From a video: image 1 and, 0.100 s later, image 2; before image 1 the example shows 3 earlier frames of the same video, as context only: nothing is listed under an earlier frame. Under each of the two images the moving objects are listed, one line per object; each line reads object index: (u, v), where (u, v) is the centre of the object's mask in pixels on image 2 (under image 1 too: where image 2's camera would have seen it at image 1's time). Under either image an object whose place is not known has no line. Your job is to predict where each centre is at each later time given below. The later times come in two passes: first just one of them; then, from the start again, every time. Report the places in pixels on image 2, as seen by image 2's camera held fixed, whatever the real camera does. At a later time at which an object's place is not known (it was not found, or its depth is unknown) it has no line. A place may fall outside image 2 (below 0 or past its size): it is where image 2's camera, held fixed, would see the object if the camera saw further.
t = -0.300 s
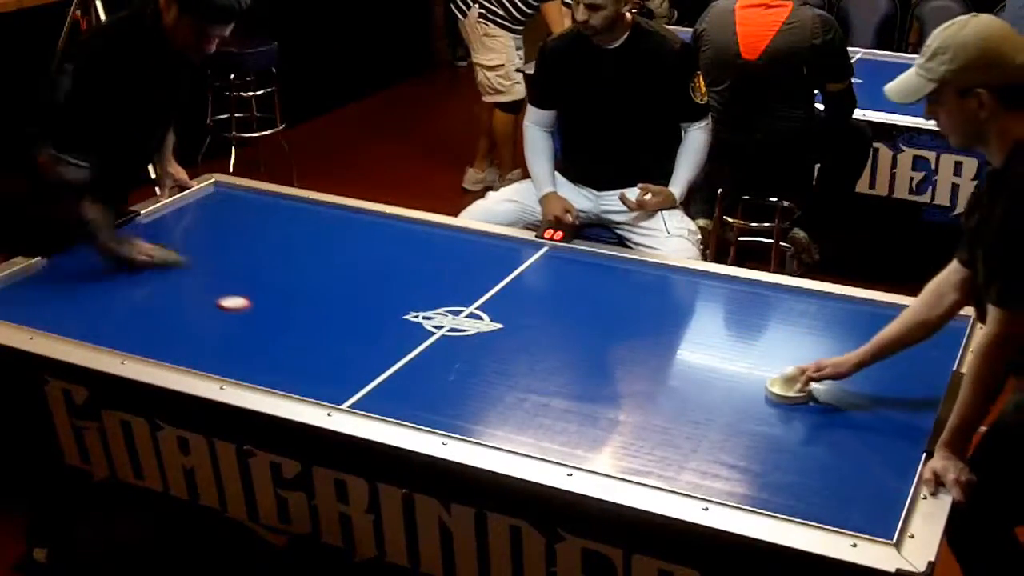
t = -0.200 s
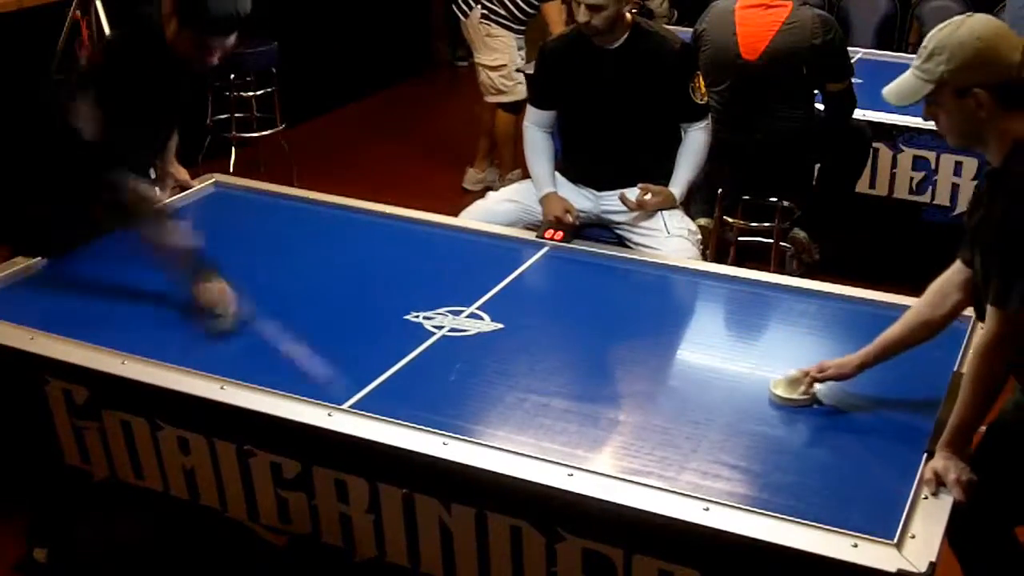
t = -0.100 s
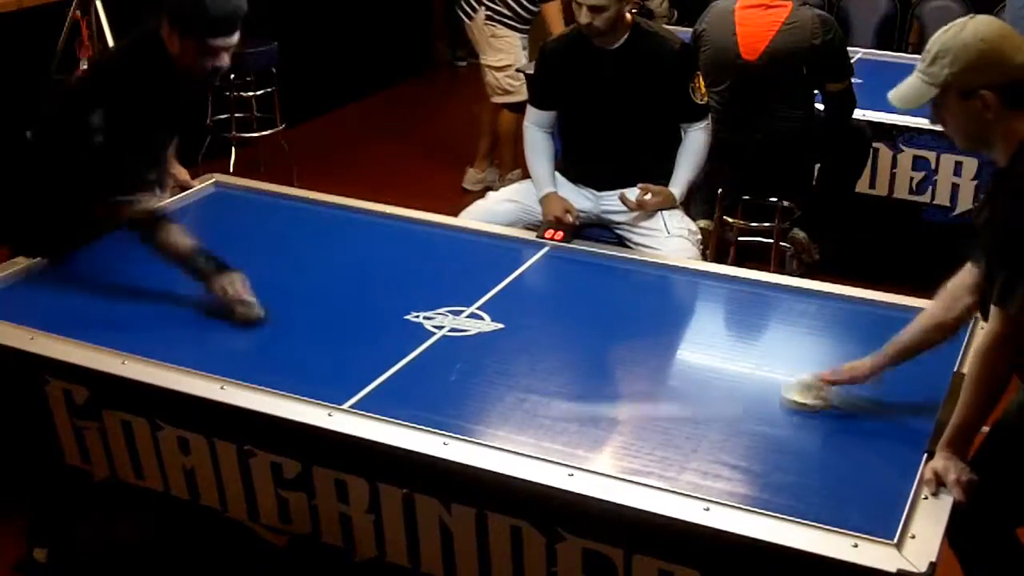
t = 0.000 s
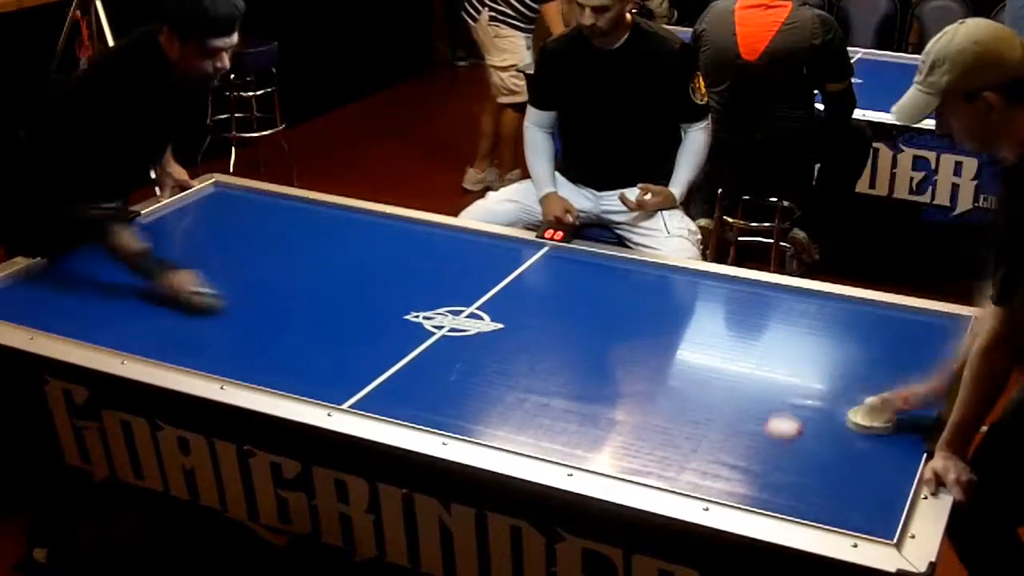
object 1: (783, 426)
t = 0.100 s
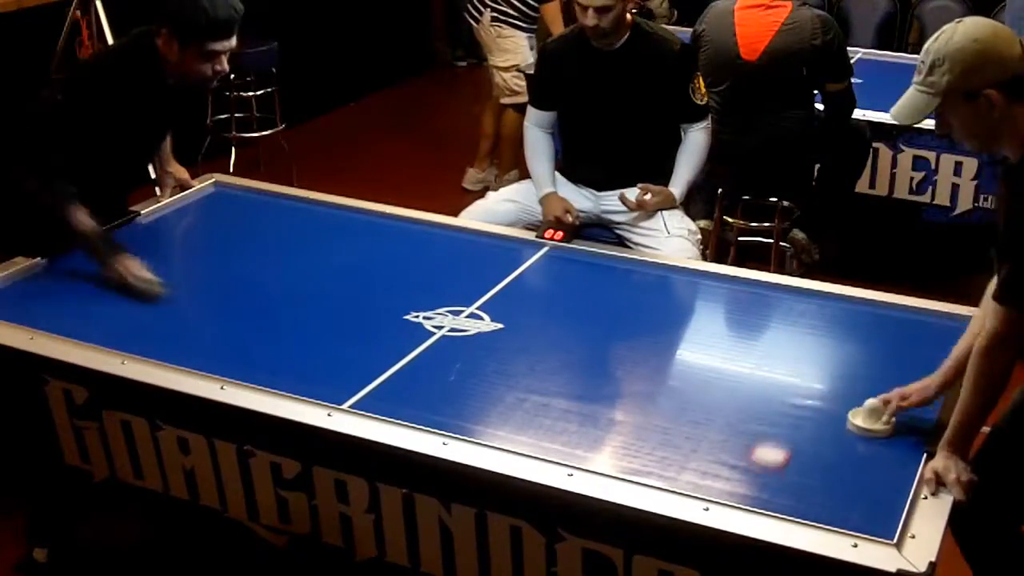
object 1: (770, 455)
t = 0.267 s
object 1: (753, 495)
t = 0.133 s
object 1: (765, 464)
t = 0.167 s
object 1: (761, 474)
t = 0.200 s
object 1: (756, 485)
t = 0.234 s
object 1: (751, 494)
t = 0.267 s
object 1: (753, 495)
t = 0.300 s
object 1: (764, 490)
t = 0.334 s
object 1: (773, 482)
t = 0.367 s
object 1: (782, 474)
